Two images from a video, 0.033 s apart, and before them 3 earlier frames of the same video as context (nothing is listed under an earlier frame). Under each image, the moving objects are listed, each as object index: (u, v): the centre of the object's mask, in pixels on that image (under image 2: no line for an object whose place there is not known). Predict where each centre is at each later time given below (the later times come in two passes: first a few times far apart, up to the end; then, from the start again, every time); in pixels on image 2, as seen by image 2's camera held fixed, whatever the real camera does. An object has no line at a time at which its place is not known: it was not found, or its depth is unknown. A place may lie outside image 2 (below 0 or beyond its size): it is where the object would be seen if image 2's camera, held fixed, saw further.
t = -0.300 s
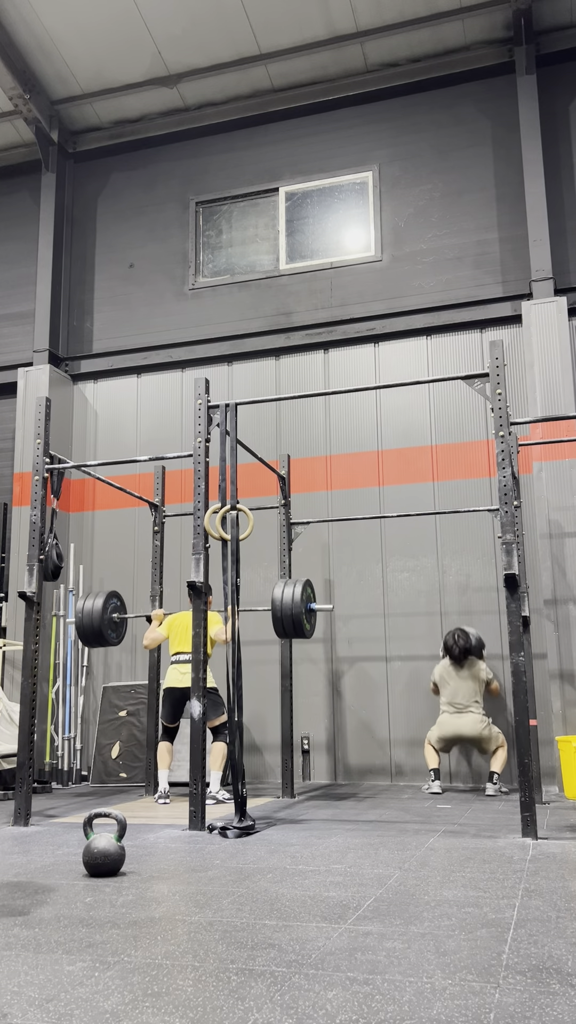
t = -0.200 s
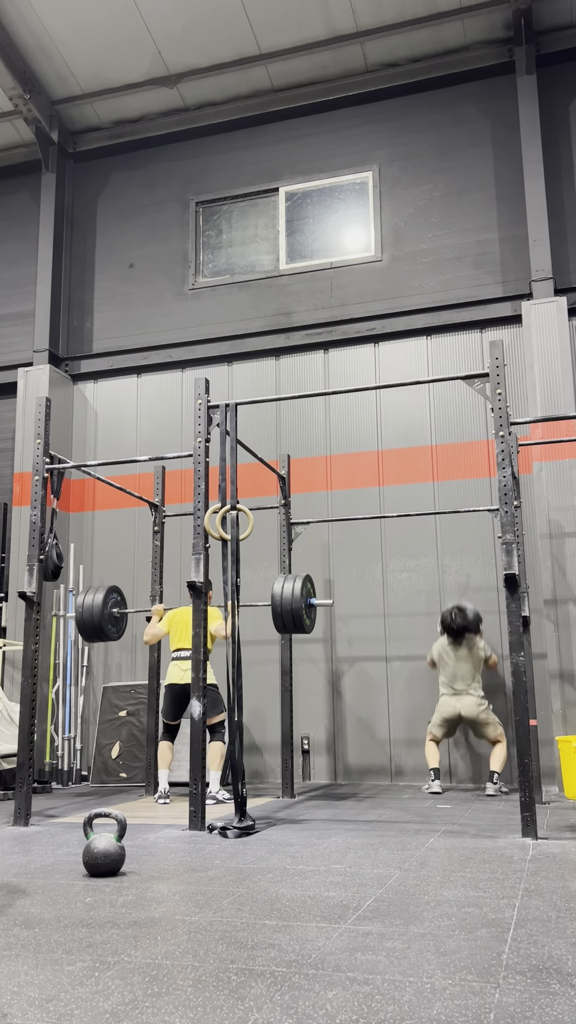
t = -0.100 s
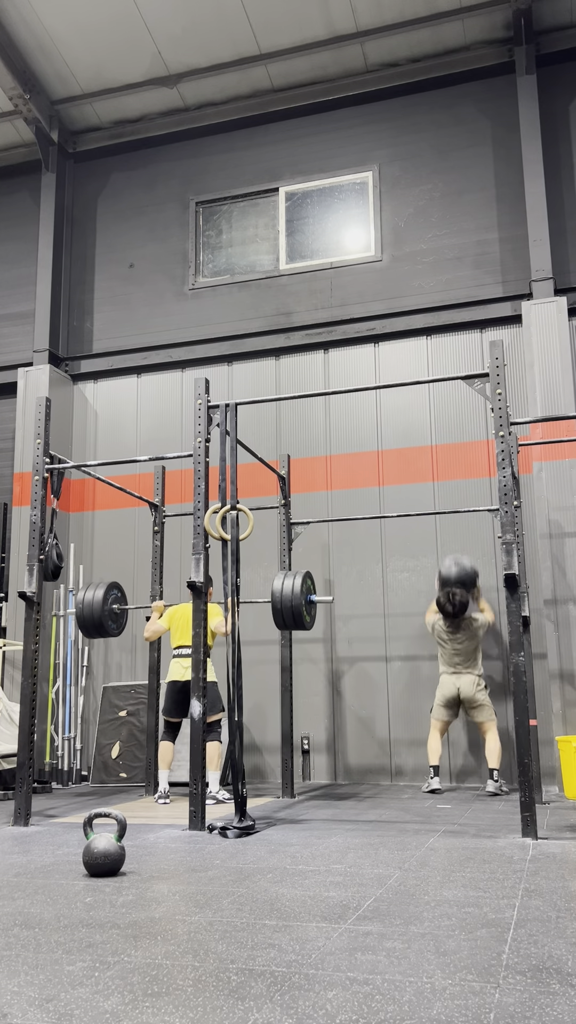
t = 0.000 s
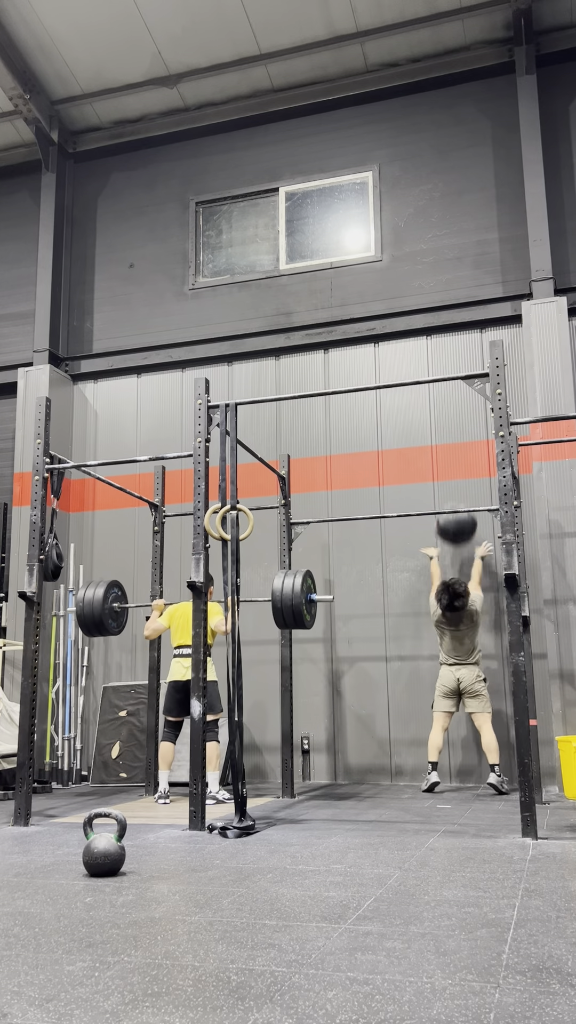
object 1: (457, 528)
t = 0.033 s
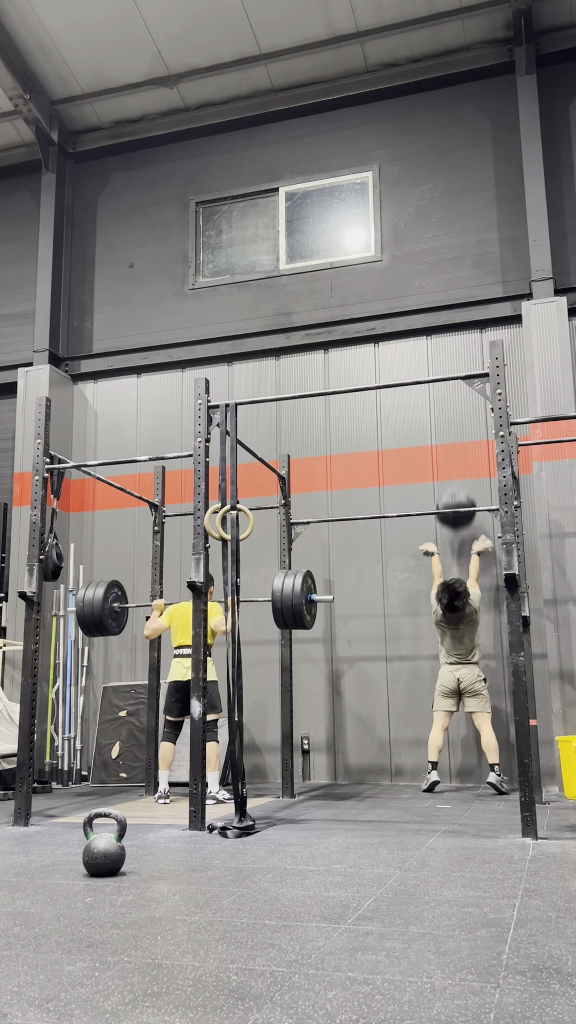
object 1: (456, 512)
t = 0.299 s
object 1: (455, 432)
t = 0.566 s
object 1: (456, 430)
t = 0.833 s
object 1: (460, 494)
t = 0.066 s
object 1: (455, 493)
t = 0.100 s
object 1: (455, 482)
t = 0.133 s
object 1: (454, 470)
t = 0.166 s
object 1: (455, 461)
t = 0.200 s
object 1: (454, 453)
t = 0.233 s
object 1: (455, 445)
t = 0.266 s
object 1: (455, 438)
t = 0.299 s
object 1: (455, 432)
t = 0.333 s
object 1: (455, 428)
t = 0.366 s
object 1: (455, 425)
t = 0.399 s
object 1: (455, 424)
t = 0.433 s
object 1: (456, 424)
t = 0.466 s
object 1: (456, 425)
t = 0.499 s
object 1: (456, 426)
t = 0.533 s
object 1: (456, 427)
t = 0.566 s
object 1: (456, 430)
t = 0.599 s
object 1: (457, 434)
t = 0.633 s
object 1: (457, 439)
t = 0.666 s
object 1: (457, 446)
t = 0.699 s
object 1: (458, 454)
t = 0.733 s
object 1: (458, 463)
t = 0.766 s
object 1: (459, 473)
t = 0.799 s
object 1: (460, 486)
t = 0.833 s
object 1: (460, 494)
